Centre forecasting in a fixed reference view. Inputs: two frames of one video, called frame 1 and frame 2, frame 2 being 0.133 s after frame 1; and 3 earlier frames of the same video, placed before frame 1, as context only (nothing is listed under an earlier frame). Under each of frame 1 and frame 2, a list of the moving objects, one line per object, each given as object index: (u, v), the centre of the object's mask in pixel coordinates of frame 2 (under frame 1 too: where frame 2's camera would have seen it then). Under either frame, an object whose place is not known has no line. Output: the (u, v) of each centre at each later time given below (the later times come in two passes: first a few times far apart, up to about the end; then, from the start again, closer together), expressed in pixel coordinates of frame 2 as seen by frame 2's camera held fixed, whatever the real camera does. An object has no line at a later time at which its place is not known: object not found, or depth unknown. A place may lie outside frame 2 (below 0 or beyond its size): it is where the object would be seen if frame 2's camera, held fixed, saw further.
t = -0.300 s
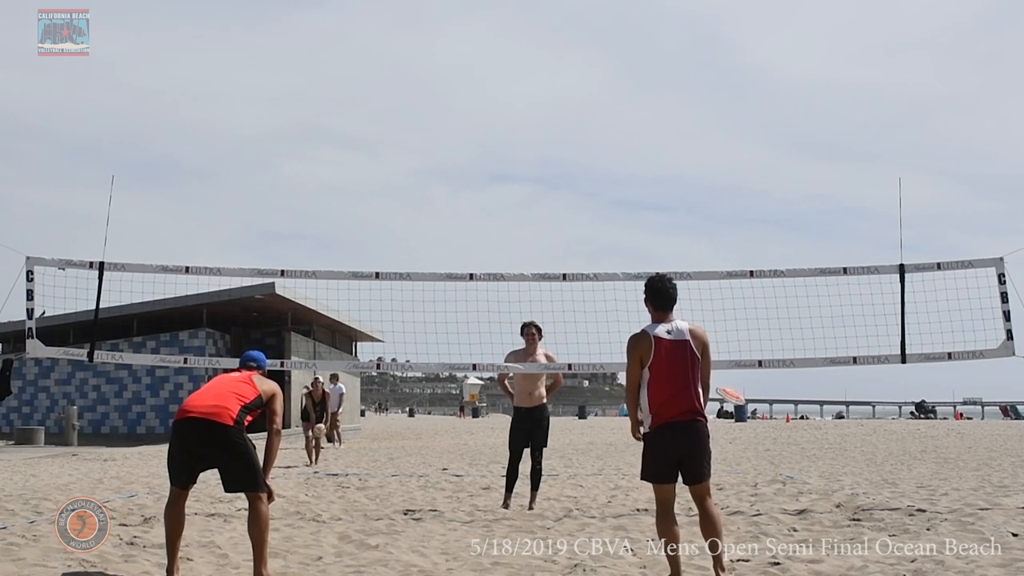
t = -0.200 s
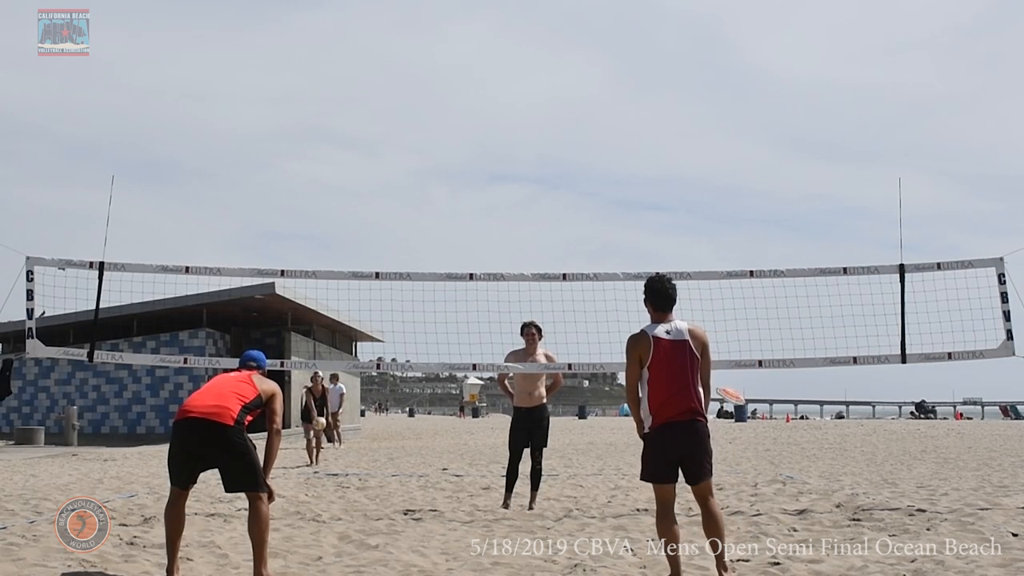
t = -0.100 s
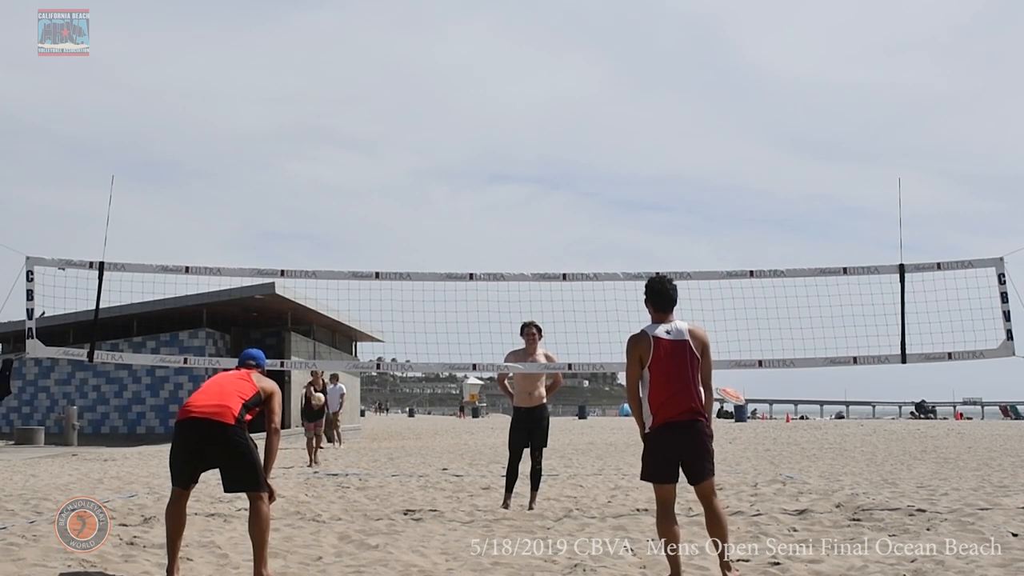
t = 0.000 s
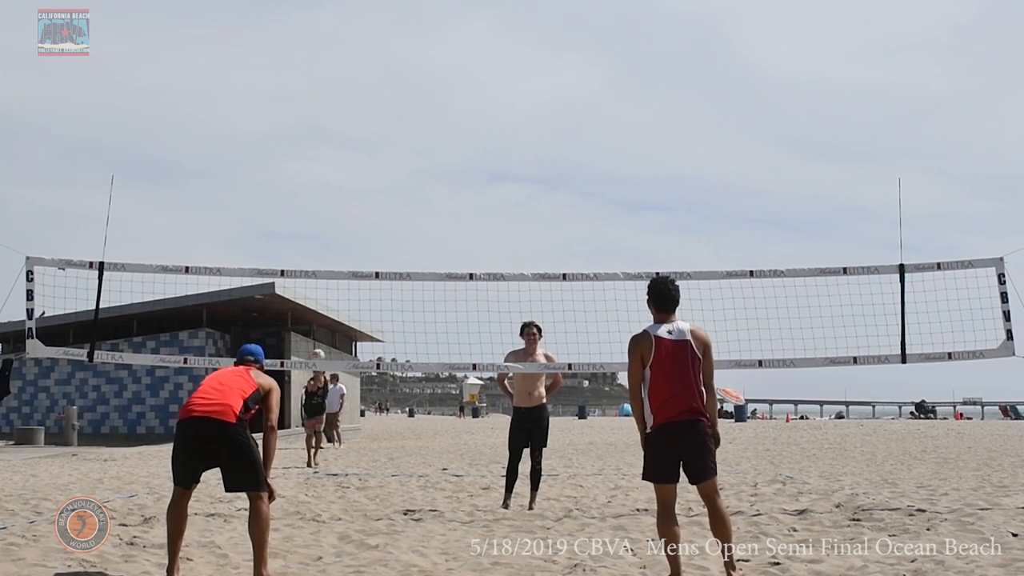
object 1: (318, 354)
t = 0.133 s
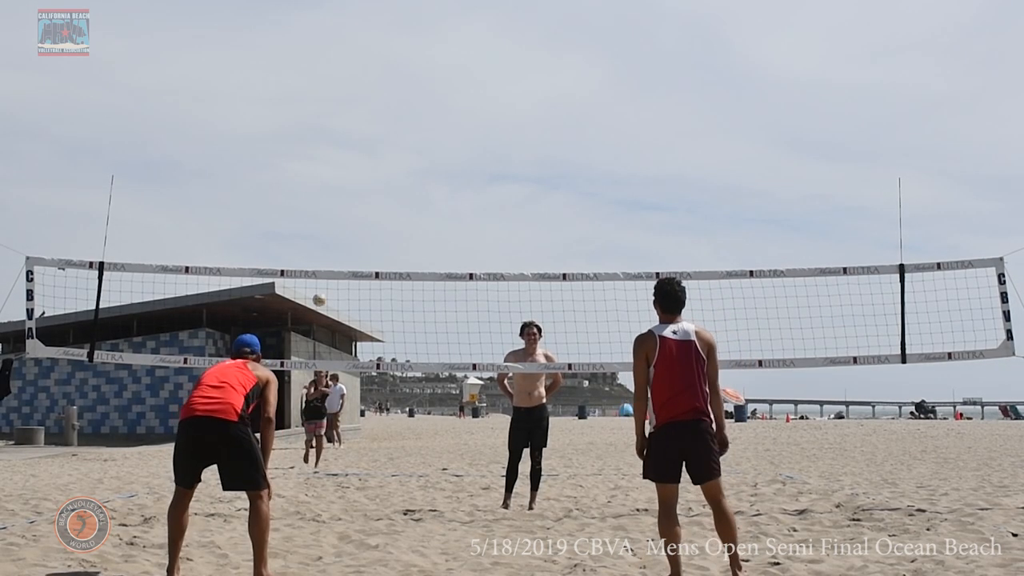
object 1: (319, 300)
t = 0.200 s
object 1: (320, 280)
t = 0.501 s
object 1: (322, 201)
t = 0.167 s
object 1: (319, 287)
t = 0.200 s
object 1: (320, 280)
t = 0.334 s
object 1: (321, 236)
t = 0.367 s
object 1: (321, 228)
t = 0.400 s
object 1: (321, 220)
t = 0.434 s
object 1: (322, 213)
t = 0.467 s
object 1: (322, 207)
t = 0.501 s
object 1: (322, 201)
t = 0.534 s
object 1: (322, 196)
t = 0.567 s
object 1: (322, 192)
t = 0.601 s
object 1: (322, 188)
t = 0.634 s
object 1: (323, 185)
